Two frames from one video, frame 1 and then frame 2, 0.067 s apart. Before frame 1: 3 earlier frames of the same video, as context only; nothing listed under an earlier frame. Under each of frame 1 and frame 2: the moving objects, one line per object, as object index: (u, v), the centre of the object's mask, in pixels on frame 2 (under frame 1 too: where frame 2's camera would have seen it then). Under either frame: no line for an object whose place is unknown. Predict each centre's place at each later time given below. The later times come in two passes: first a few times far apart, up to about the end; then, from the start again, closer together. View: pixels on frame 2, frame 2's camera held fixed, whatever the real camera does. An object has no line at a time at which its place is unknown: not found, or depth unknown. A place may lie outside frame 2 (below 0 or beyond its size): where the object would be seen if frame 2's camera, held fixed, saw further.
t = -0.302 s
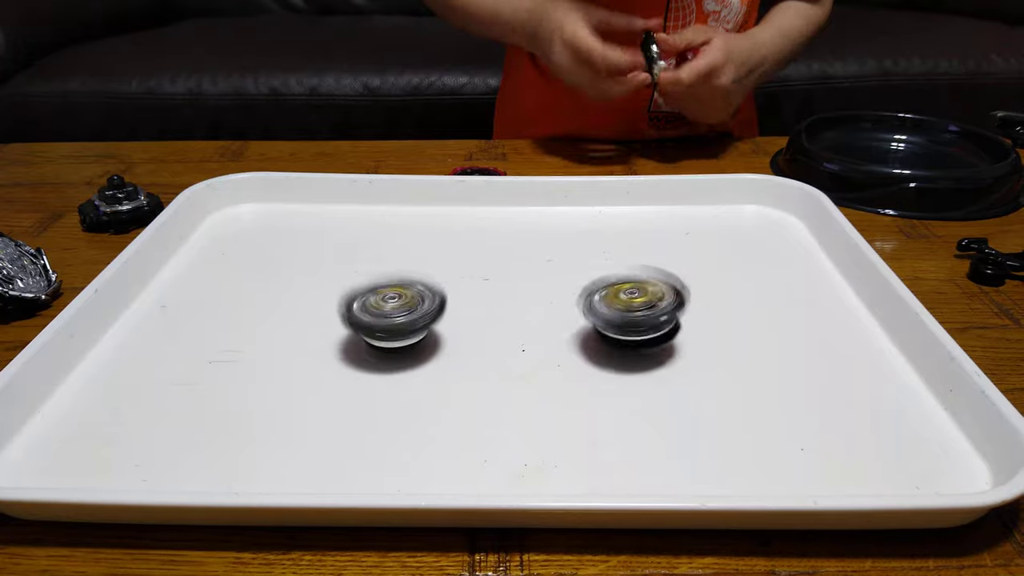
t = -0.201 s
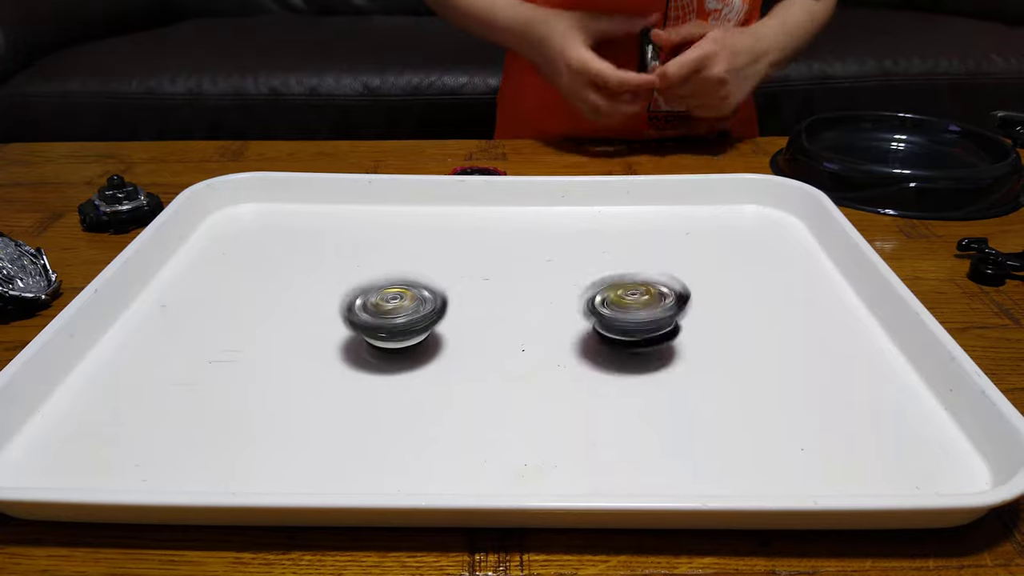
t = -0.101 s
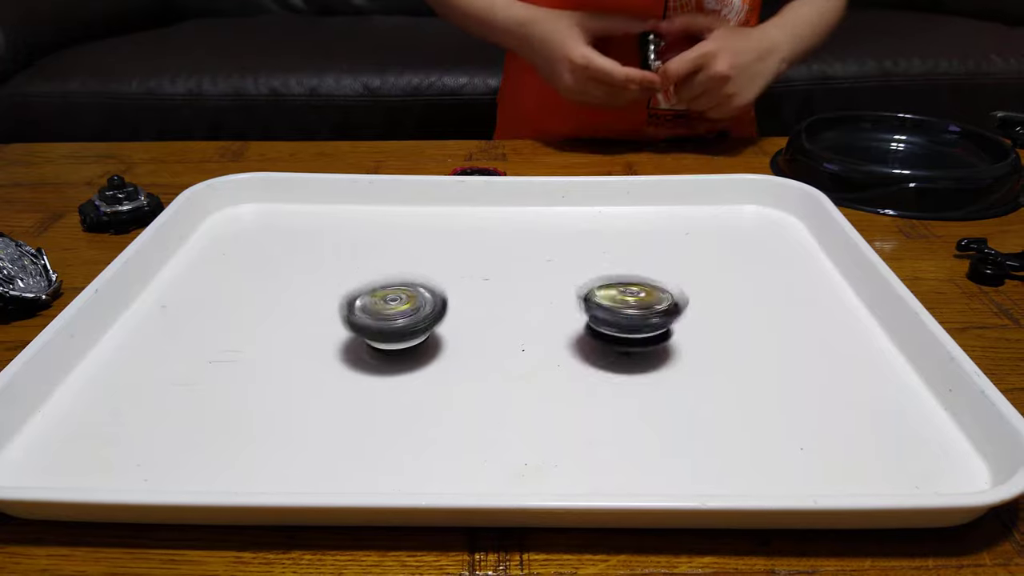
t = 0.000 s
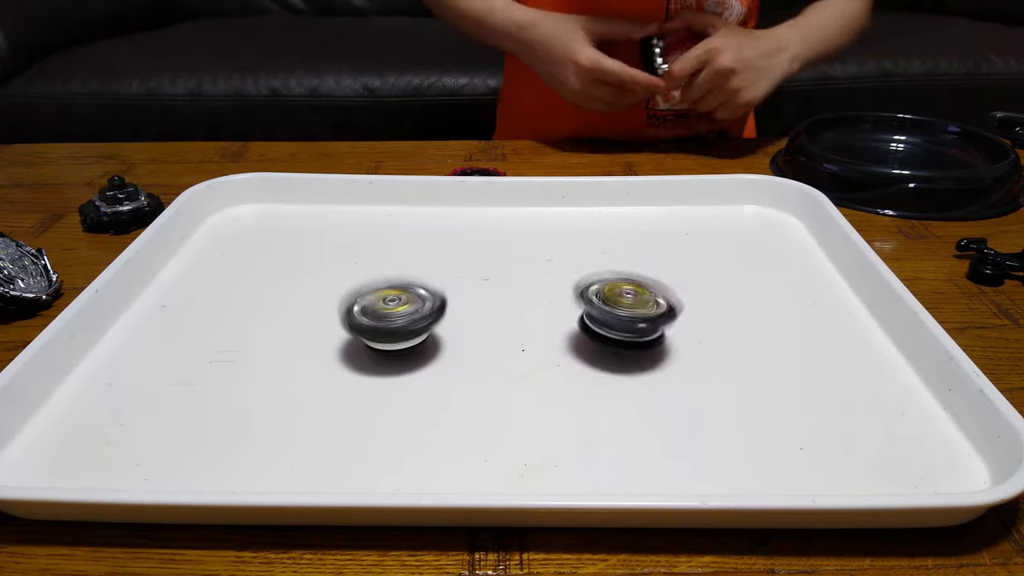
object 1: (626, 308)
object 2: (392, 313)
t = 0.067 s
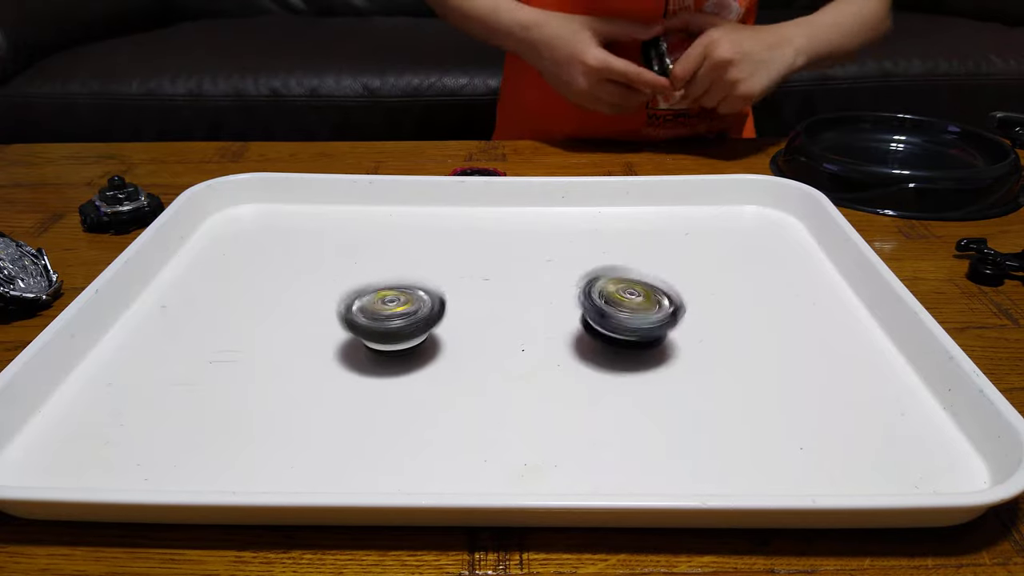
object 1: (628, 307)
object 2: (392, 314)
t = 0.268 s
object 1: (631, 305)
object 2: (389, 315)
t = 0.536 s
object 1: (648, 314)
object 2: (387, 313)
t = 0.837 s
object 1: (639, 319)
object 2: (390, 313)
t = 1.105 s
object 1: (631, 312)
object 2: (387, 317)
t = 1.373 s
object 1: (643, 310)
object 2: (384, 315)
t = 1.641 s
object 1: (641, 317)
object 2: (387, 316)
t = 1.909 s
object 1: (638, 312)
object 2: (387, 318)
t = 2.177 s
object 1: (644, 320)
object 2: (384, 319)
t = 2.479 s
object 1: (641, 331)
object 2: (383, 316)
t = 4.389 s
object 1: (613, 332)
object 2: (381, 322)
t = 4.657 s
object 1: (607, 328)
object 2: (383, 324)
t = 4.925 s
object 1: (607, 335)
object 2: (380, 324)
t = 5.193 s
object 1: (603, 340)
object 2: (380, 323)
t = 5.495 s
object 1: (602, 339)
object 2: (382, 326)
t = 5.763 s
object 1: (599, 341)
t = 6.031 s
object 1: (598, 340)
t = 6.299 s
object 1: (601, 343)
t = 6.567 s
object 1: (598, 349)
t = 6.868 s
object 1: (606, 348)
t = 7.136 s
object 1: (609, 352)
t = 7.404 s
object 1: (603, 348)
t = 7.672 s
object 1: (604, 350)
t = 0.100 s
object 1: (628, 304)
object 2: (392, 314)
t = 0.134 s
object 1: (628, 304)
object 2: (391, 315)
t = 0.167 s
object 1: (629, 303)
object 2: (390, 314)
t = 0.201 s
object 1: (630, 304)
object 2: (389, 315)
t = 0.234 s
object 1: (630, 304)
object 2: (388, 315)
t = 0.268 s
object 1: (631, 305)
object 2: (389, 315)
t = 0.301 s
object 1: (632, 306)
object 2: (389, 314)
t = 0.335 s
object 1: (635, 307)
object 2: (387, 313)
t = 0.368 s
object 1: (638, 308)
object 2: (387, 314)
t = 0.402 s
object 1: (641, 309)
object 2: (386, 314)
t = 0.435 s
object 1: (644, 311)
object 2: (387, 314)
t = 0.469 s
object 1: (645, 311)
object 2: (387, 313)
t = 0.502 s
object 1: (646, 312)
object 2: (387, 313)
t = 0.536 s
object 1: (648, 314)
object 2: (387, 313)
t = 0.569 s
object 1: (648, 314)
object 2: (387, 312)
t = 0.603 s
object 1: (646, 314)
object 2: (388, 313)
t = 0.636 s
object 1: (646, 318)
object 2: (388, 313)
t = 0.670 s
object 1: (646, 318)
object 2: (389, 313)
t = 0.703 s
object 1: (646, 319)
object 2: (389, 313)
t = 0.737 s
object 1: (645, 318)
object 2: (388, 313)
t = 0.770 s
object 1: (643, 319)
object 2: (390, 313)
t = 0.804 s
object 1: (641, 319)
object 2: (389, 314)
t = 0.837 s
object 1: (639, 319)
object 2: (390, 313)
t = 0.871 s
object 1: (637, 320)
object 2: (391, 314)
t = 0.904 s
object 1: (635, 319)
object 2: (389, 314)
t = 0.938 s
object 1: (632, 315)
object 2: (390, 316)
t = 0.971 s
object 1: (630, 314)
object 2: (389, 316)
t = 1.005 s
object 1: (629, 314)
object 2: (390, 316)
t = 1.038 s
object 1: (628, 313)
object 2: (390, 316)
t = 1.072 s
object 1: (629, 313)
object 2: (388, 317)
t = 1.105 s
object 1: (631, 312)
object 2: (387, 317)
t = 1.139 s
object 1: (634, 313)
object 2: (387, 316)
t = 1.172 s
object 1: (636, 311)
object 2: (387, 317)
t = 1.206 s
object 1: (637, 311)
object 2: (385, 316)
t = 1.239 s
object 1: (638, 310)
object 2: (386, 317)
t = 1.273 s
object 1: (640, 309)
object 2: (385, 316)
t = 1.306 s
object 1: (642, 309)
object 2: (386, 316)
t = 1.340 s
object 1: (642, 310)
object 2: (386, 316)
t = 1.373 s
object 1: (643, 310)
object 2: (384, 315)
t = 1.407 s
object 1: (644, 311)
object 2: (385, 316)
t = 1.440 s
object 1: (642, 311)
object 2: (385, 315)
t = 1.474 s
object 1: (640, 312)
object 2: (386, 315)
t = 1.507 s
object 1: (641, 315)
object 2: (386, 315)
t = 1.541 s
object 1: (641, 316)
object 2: (385, 314)
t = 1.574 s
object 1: (642, 316)
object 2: (386, 315)
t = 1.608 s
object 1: (642, 317)
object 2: (386, 315)
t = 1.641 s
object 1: (641, 317)
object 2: (387, 316)
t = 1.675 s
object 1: (640, 319)
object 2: (387, 315)
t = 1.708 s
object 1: (639, 317)
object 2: (386, 315)
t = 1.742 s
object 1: (638, 314)
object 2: (388, 315)
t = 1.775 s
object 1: (636, 314)
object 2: (387, 316)
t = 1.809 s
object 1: (636, 314)
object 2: (388, 315)
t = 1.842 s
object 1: (638, 314)
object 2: (387, 317)
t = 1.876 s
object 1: (638, 312)
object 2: (386, 317)
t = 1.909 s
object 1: (638, 312)
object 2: (387, 318)
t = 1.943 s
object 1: (637, 313)
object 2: (387, 318)
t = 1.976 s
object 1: (637, 313)
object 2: (387, 317)
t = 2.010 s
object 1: (637, 314)
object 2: (386, 319)
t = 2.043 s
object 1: (639, 316)
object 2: (384, 318)
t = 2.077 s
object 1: (639, 318)
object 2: (385, 319)
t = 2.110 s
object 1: (642, 319)
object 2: (385, 319)
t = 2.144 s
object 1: (643, 319)
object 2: (384, 318)
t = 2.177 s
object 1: (644, 320)
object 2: (384, 319)
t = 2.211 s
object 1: (644, 321)
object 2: (382, 318)
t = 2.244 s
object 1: (644, 323)
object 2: (383, 318)
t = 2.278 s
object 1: (643, 324)
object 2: (384, 317)
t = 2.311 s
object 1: (644, 326)
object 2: (382, 317)
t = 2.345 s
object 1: (645, 326)
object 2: (383, 317)
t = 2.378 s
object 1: (645, 328)
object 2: (382, 317)
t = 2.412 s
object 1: (645, 329)
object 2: (384, 317)
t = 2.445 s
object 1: (644, 331)
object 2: (384, 316)
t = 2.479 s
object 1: (641, 331)
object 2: (383, 316)
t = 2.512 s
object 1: (639, 333)
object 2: (384, 316)
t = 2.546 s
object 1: (638, 334)
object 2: (384, 316)
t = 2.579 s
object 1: (638, 337)
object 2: (385, 316)
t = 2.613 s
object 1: (637, 339)
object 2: (385, 317)
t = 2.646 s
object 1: (635, 338)
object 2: (385, 317)
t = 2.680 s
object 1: (634, 334)
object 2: (386, 317)
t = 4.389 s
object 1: (613, 332)
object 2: (381, 322)
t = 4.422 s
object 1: (611, 331)
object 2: (381, 323)
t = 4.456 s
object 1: (610, 332)
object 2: (382, 321)
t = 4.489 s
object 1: (611, 331)
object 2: (382, 323)
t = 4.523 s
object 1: (610, 330)
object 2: (382, 323)
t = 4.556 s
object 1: (610, 329)
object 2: (383, 323)
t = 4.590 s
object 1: (609, 327)
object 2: (383, 323)
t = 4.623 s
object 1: (607, 327)
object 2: (382, 323)
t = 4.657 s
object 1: (607, 328)
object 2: (383, 324)
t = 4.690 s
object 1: (605, 328)
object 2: (383, 325)
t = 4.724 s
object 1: (606, 330)
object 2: (381, 324)
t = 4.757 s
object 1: (606, 330)
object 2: (382, 325)
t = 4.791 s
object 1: (607, 333)
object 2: (381, 325)
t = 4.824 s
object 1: (607, 331)
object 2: (381, 325)
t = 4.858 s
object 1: (607, 333)
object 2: (380, 325)
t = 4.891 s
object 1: (607, 335)
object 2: (379, 325)
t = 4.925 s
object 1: (607, 335)
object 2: (380, 324)
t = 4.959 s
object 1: (605, 336)
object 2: (380, 325)
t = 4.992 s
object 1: (605, 338)
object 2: (379, 325)
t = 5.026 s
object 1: (605, 338)
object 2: (380, 324)
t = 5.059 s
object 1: (606, 340)
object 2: (380, 325)
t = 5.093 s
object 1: (605, 340)
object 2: (378, 324)
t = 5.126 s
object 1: (604, 340)
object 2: (380, 325)
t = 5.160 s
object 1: (603, 339)
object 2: (380, 324)
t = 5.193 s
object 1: (603, 340)
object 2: (380, 323)
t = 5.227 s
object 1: (603, 342)
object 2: (380, 324)
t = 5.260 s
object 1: (601, 341)
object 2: (380, 324)
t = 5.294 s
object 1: (602, 343)
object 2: (381, 324)
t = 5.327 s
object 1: (602, 343)
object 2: (381, 325)
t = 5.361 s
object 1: (605, 344)
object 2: (381, 325)
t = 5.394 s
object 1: (605, 343)
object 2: (382, 326)
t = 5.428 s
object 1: (605, 343)
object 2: (382, 325)
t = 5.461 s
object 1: (604, 342)
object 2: (380, 326)
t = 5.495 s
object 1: (602, 339)
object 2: (382, 326)
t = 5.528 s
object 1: (601, 339)
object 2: (382, 326)
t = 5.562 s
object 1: (599, 338)
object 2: (380, 326)
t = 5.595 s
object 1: (599, 340)
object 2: (381, 326)
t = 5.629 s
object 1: (599, 340)
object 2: (381, 327)
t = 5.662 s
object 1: (599, 341)
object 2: (380, 326)
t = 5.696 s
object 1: (600, 340)
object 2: (379, 328)
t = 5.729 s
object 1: (599, 342)
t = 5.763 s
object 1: (599, 341)
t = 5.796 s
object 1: (599, 339)
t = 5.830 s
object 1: (600, 340)
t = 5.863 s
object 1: (600, 338)
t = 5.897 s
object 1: (601, 338)
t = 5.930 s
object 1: (600, 337)
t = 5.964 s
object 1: (599, 337)
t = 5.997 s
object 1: (598, 337)
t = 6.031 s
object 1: (598, 340)
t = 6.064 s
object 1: (599, 340)
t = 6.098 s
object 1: (599, 339)
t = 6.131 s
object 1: (600, 338)
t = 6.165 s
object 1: (602, 336)
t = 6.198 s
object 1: (605, 337)
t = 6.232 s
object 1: (604, 338)
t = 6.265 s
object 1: (603, 342)
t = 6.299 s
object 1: (601, 343)
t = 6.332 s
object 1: (600, 345)
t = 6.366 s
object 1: (601, 346)
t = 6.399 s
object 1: (601, 347)
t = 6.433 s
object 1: (601, 350)
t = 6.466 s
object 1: (600, 350)
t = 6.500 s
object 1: (599, 353)
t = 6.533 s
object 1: (599, 353)
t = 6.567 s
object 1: (598, 349)
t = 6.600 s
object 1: (598, 352)
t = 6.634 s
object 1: (601, 349)
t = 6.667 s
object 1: (602, 345)
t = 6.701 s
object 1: (603, 345)
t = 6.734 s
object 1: (605, 346)
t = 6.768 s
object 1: (606, 347)
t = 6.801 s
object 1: (606, 347)
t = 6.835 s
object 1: (606, 348)
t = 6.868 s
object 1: (606, 348)
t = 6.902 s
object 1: (607, 349)
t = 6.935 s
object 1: (607, 350)
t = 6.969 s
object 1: (606, 350)
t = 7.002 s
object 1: (606, 350)
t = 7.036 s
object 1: (607, 350)
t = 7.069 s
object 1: (609, 350)
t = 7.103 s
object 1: (609, 351)
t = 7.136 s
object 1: (609, 352)
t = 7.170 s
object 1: (609, 351)
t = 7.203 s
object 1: (609, 352)
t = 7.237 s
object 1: (608, 351)
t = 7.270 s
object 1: (608, 350)
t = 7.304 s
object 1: (606, 349)
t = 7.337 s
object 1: (604, 349)
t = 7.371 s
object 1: (603, 348)
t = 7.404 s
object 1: (603, 348)
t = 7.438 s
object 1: (603, 347)
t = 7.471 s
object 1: (603, 347)
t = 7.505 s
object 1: (603, 347)
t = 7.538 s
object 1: (603, 348)
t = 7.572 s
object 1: (604, 350)
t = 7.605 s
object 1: (604, 351)
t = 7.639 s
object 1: (605, 350)
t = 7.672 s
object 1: (604, 350)
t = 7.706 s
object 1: (603, 349)
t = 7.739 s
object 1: (603, 349)
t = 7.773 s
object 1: (603, 348)
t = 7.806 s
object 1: (603, 349)
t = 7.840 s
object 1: (603, 349)
